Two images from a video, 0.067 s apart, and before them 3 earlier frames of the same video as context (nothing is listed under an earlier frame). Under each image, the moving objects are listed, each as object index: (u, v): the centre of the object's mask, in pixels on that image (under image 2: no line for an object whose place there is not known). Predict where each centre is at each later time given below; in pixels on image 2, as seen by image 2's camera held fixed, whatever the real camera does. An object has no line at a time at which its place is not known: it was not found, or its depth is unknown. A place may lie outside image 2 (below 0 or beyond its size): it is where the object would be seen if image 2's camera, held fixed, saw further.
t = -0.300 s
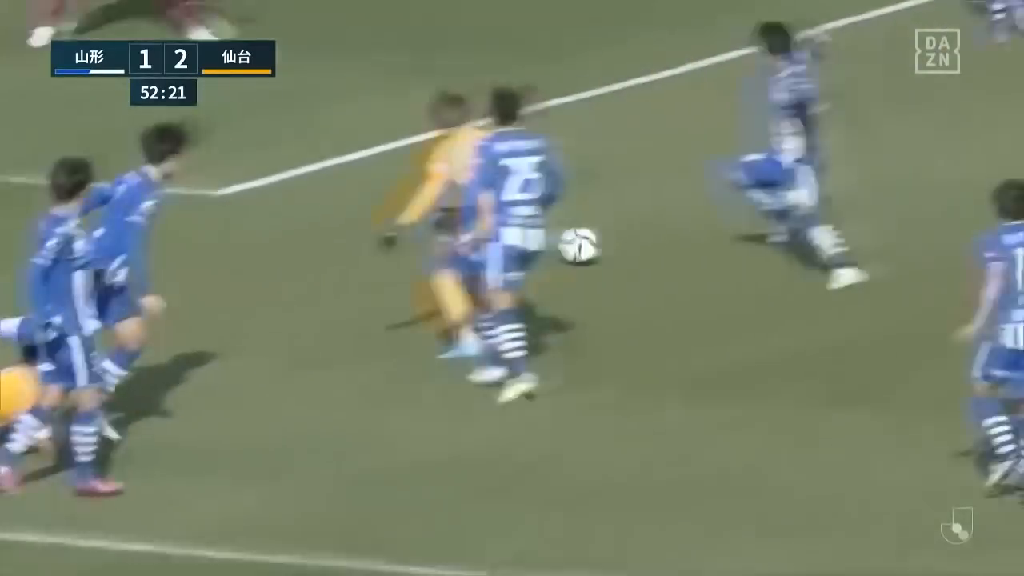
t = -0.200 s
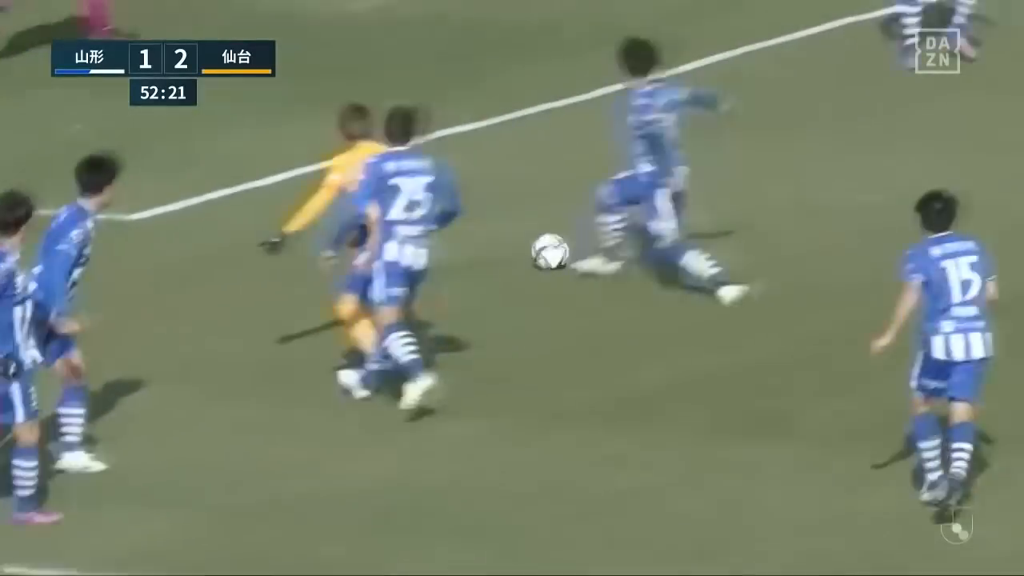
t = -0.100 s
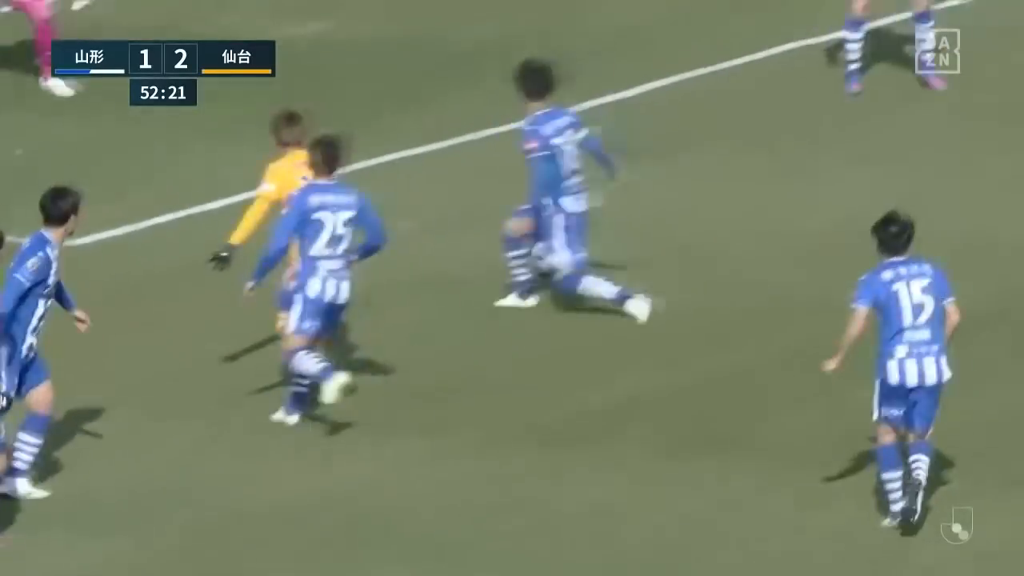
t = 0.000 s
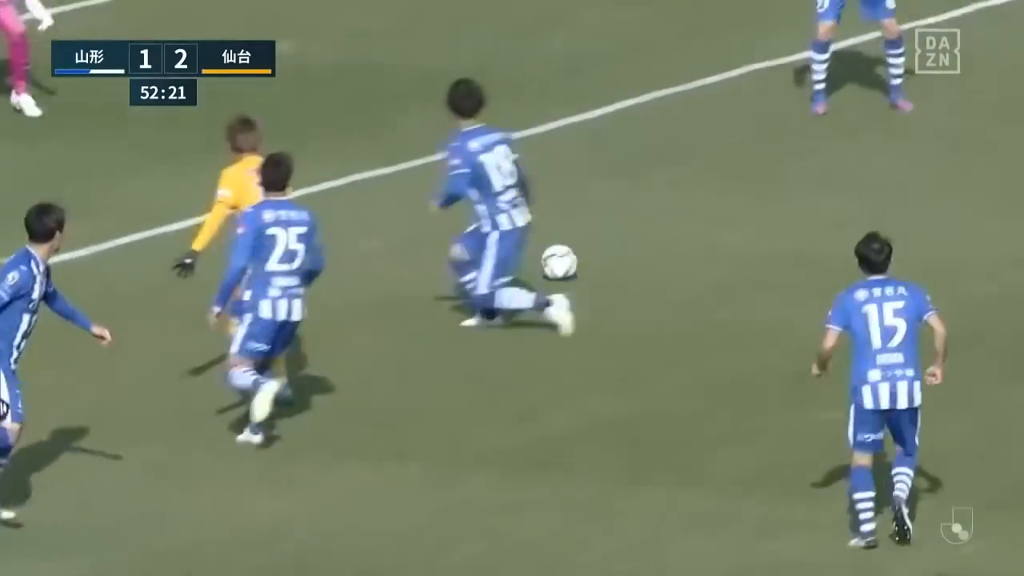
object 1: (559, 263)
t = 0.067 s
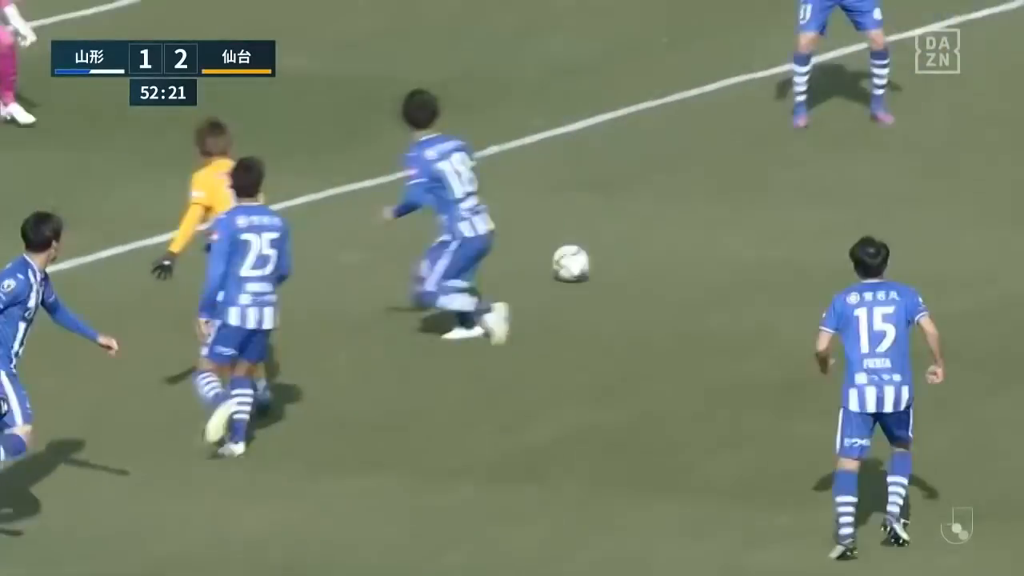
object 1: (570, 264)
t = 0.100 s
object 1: (581, 262)
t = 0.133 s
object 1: (591, 260)
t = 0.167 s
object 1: (602, 258)
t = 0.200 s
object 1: (611, 256)
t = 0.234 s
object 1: (623, 250)
